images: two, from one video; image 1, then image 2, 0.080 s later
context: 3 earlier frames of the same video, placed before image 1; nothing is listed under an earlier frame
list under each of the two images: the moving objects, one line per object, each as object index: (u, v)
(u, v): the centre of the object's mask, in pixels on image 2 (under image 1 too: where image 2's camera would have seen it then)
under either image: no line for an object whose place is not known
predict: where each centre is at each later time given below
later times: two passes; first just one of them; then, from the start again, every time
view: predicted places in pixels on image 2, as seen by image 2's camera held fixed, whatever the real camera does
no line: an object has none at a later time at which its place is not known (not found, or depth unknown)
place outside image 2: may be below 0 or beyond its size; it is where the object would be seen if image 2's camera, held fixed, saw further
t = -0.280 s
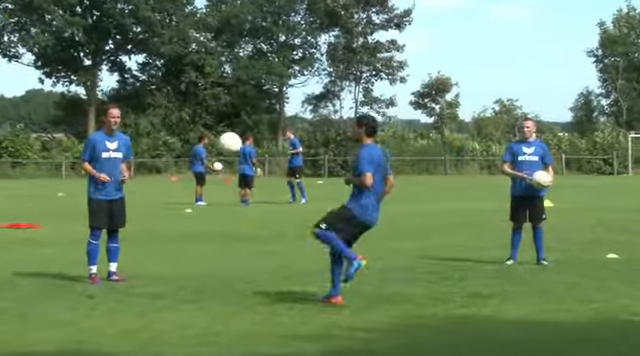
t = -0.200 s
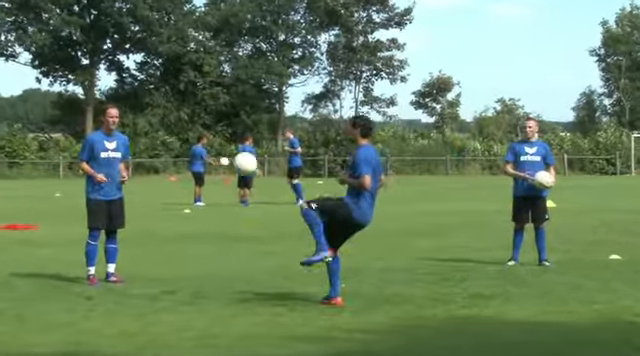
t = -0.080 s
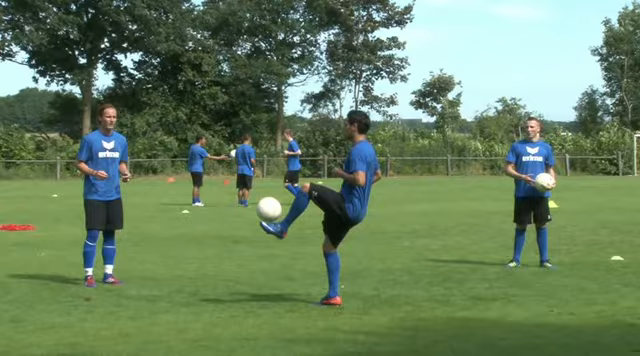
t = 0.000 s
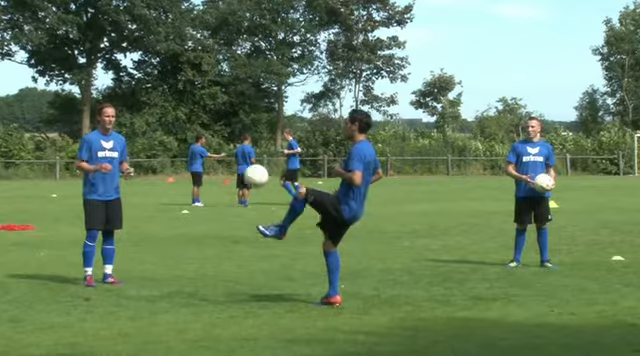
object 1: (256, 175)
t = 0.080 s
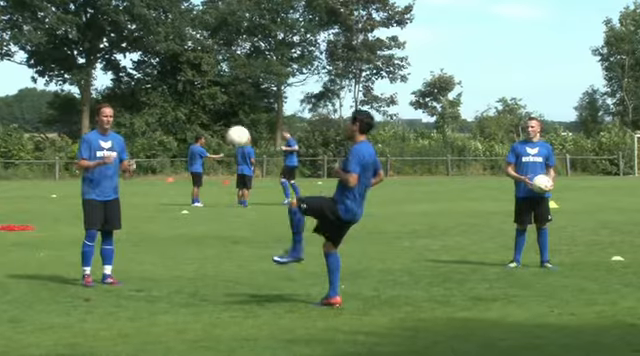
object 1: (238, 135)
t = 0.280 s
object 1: (198, 72)
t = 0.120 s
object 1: (229, 119)
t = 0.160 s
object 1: (221, 105)
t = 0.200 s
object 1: (213, 92)
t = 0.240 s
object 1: (206, 81)
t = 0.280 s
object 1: (198, 72)
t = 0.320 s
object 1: (191, 64)
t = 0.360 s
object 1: (183, 59)
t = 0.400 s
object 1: (176, 55)
